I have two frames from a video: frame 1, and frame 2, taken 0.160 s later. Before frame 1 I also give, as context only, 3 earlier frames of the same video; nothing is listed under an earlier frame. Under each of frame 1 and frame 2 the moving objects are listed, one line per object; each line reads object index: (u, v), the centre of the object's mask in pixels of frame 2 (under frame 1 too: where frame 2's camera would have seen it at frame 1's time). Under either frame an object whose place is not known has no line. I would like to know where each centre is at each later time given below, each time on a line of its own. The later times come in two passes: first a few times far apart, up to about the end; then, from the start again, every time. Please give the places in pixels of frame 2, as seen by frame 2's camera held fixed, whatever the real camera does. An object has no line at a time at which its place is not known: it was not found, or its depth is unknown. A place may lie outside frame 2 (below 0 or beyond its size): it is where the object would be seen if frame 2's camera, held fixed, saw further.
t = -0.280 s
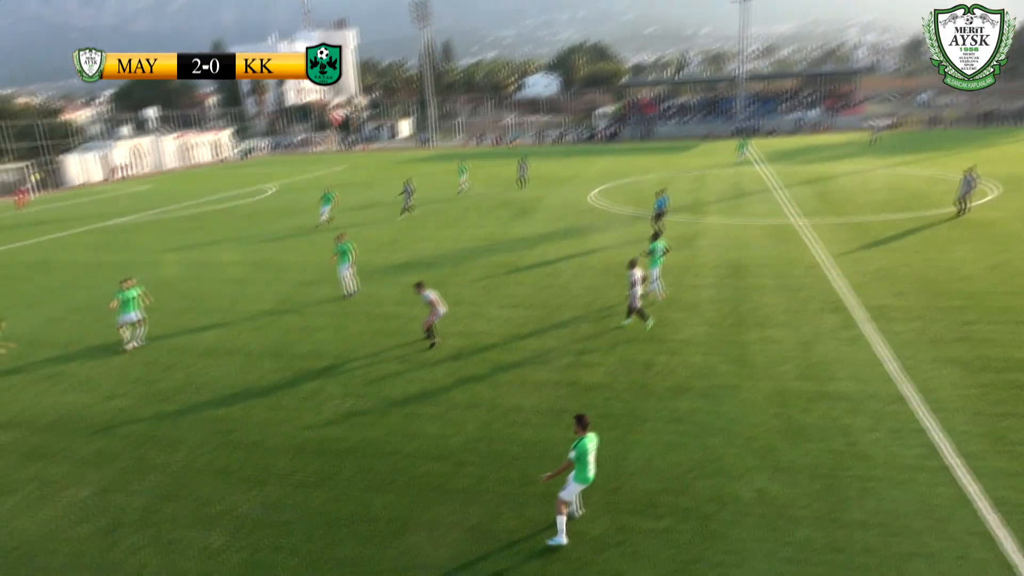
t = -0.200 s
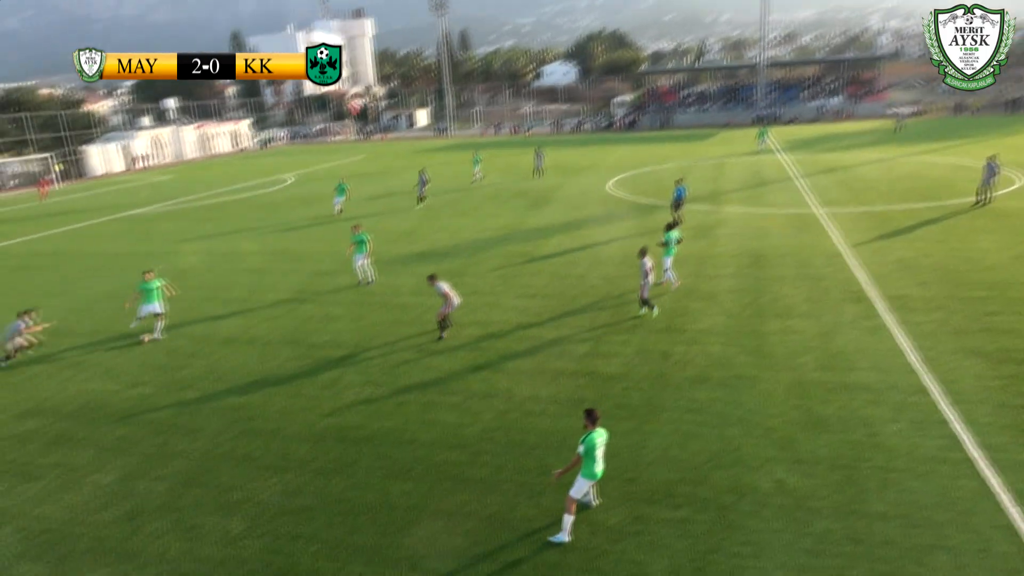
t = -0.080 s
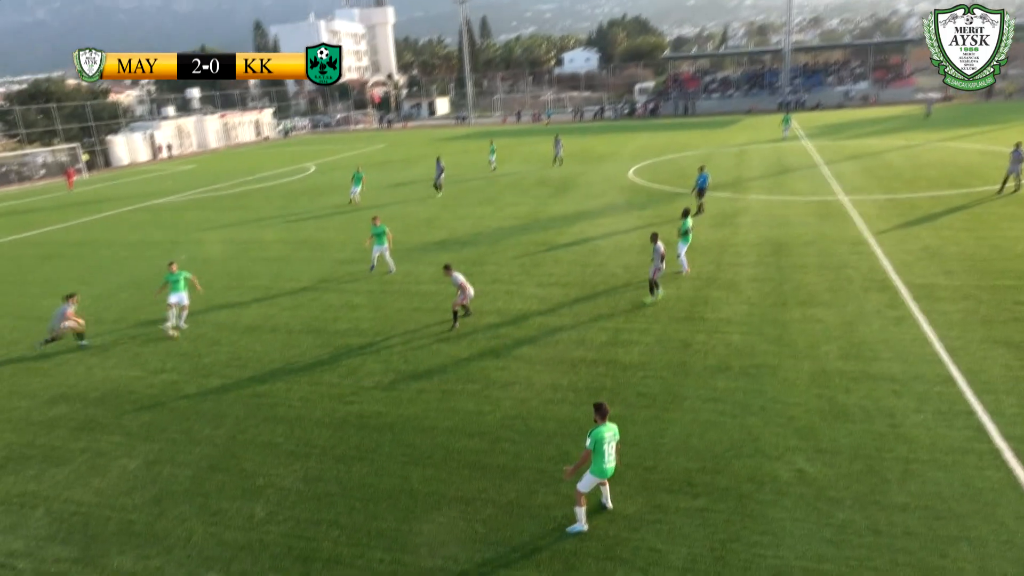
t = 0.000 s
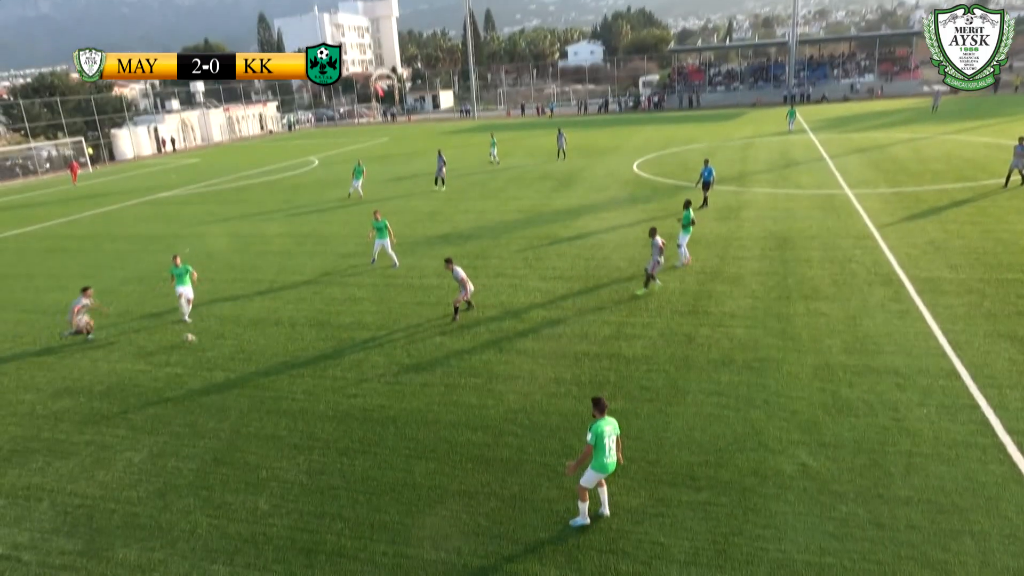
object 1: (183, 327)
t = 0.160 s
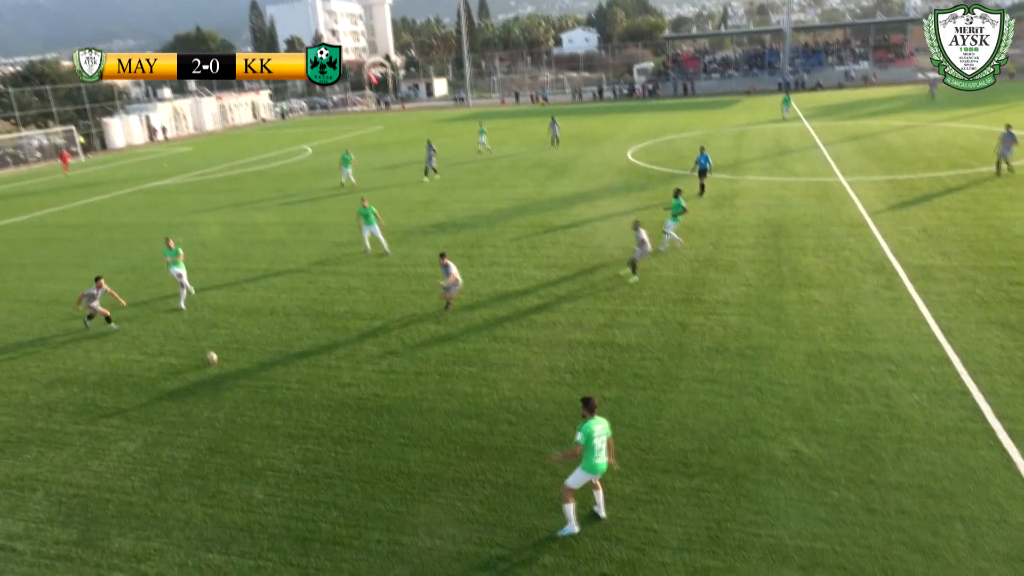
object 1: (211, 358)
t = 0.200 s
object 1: (219, 364)
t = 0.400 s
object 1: (258, 407)
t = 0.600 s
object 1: (303, 451)
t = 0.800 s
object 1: (355, 504)
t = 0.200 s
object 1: (219, 364)
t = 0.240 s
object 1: (227, 373)
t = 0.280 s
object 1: (234, 382)
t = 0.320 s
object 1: (242, 389)
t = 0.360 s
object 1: (250, 397)
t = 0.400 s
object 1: (258, 407)
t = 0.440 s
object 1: (267, 415)
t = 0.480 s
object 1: (276, 423)
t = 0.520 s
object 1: (284, 432)
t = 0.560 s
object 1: (294, 443)
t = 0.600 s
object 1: (303, 451)
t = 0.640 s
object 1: (313, 460)
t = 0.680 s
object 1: (323, 472)
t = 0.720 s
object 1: (333, 483)
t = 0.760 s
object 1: (345, 493)
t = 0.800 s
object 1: (355, 504)
